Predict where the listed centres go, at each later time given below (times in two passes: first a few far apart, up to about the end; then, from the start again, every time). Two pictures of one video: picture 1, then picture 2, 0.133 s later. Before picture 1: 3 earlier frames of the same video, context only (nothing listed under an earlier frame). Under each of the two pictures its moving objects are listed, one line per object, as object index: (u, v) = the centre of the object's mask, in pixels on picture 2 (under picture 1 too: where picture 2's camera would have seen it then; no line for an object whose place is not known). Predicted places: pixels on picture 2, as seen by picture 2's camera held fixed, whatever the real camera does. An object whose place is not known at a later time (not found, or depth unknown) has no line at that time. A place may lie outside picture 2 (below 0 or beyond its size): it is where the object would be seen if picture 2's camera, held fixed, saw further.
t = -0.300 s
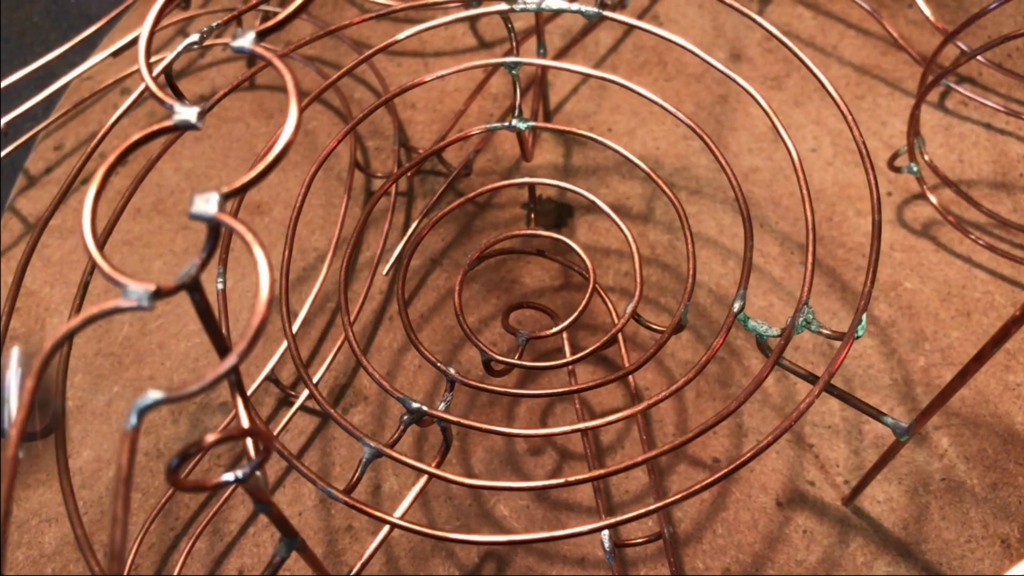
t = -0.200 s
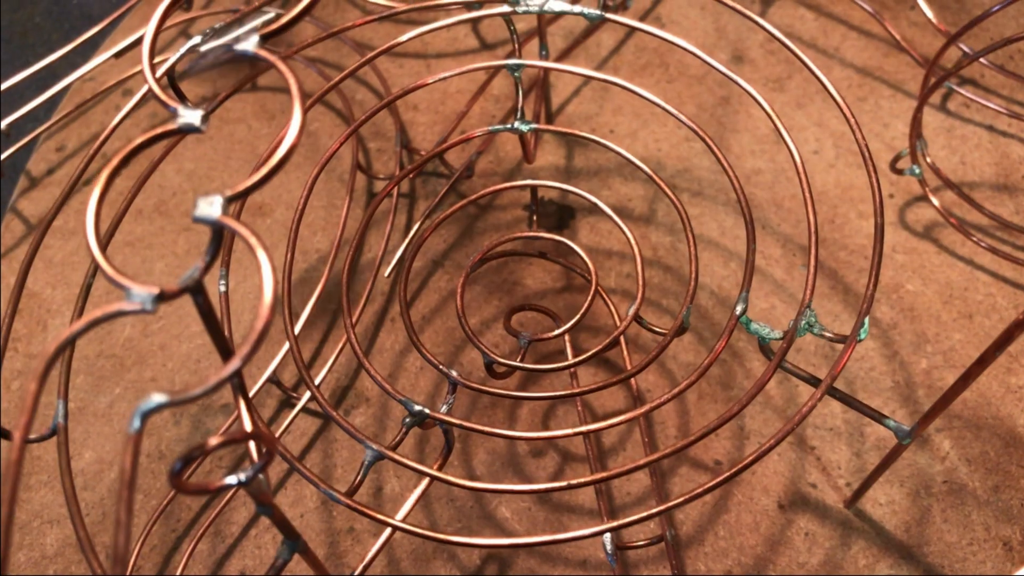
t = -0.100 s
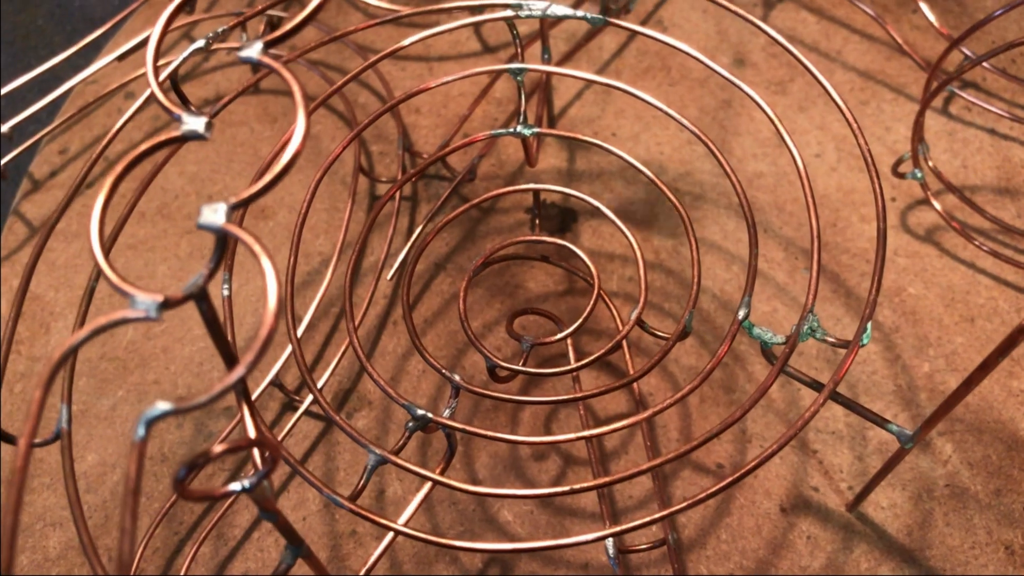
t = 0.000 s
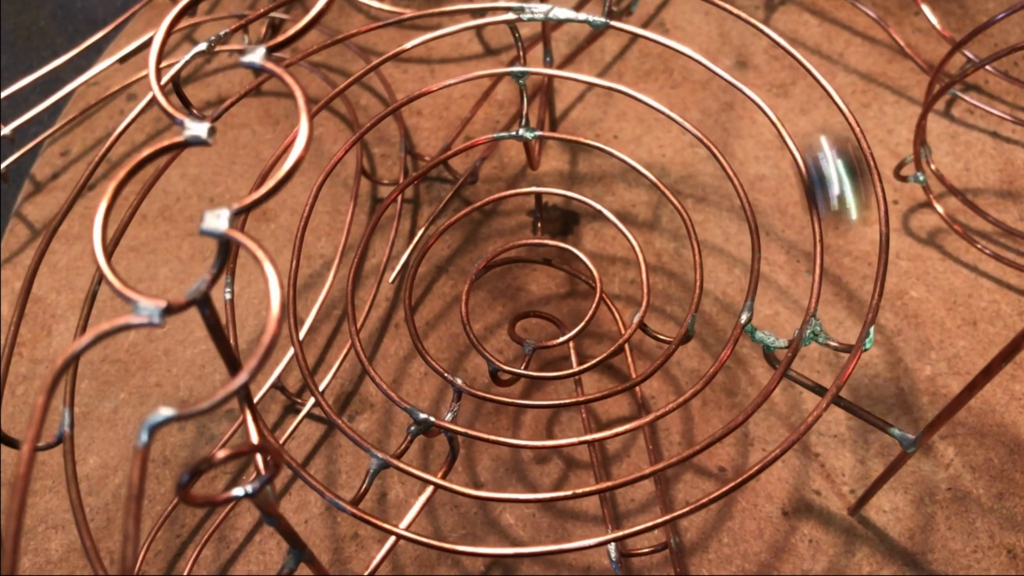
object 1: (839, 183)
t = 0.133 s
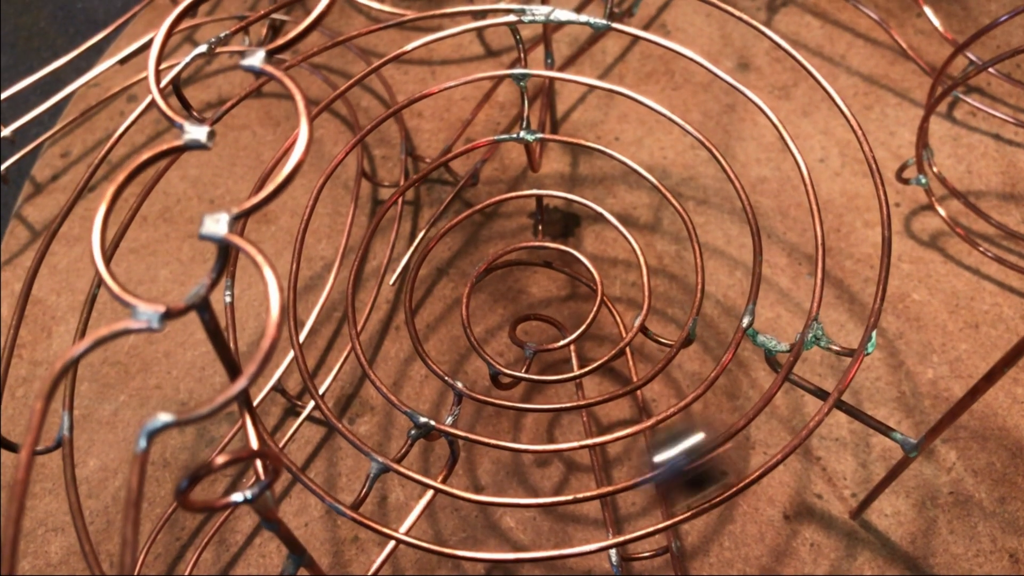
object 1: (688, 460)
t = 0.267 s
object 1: (355, 460)
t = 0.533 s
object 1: (497, 44)
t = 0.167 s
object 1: (600, 495)
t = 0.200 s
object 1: (507, 507)
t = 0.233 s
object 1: (425, 494)
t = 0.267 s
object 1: (355, 460)
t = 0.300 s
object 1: (299, 412)
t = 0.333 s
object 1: (258, 342)
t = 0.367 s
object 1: (258, 273)
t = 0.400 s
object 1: (272, 211)
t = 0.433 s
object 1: (306, 145)
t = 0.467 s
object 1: (358, 95)
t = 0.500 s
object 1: (423, 57)
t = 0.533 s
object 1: (497, 44)
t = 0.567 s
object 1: (565, 46)
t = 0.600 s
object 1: (625, 62)
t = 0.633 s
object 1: (683, 87)
